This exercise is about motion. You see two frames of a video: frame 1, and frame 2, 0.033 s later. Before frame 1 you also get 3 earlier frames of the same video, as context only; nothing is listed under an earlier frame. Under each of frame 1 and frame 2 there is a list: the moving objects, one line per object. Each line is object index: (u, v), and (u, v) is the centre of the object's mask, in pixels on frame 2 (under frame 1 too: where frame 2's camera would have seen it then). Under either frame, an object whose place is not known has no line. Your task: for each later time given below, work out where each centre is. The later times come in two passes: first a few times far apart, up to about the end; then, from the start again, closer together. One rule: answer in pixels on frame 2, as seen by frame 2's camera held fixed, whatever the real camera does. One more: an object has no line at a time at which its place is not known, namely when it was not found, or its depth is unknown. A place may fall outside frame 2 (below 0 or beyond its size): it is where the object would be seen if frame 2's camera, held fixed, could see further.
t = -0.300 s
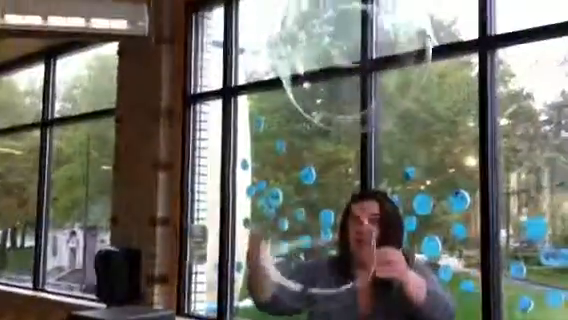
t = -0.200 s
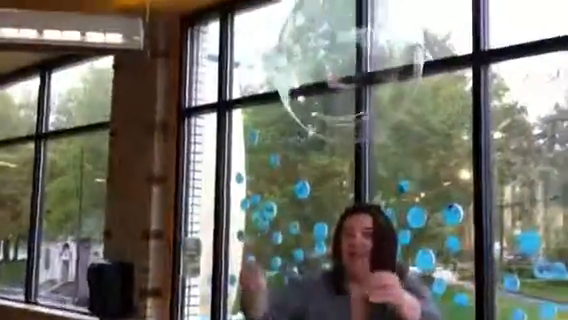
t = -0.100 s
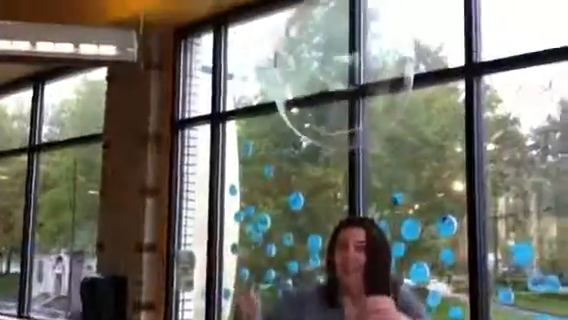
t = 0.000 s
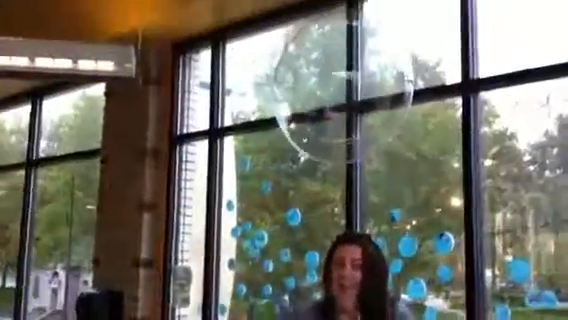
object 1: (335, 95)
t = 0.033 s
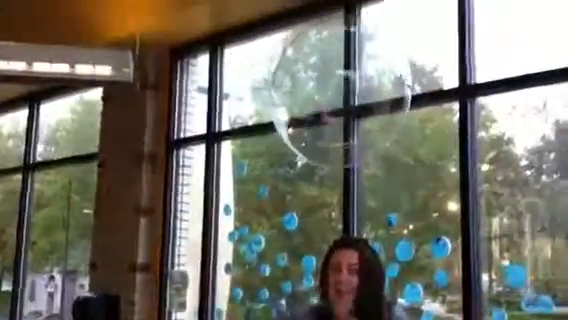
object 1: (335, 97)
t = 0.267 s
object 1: (337, 98)
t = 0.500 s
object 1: (342, 101)
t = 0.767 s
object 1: (348, 106)
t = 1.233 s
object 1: (350, 127)
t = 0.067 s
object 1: (333, 99)
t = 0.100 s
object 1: (332, 96)
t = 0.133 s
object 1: (333, 96)
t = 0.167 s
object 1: (333, 96)
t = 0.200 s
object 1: (335, 99)
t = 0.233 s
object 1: (336, 98)
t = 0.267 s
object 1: (337, 98)
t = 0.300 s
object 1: (338, 98)
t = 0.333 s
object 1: (338, 98)
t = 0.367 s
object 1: (340, 99)
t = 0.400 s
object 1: (339, 99)
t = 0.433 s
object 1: (341, 100)
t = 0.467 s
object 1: (342, 101)
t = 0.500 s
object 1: (342, 101)
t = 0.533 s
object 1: (343, 99)
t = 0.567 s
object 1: (344, 100)
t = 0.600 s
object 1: (345, 101)
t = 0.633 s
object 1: (345, 102)
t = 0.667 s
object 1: (346, 103)
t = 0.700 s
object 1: (347, 105)
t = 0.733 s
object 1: (348, 106)
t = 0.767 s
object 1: (348, 106)
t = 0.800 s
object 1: (348, 107)
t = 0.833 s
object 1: (349, 108)
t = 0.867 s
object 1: (349, 109)
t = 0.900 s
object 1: (350, 111)
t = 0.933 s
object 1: (349, 113)
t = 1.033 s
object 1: (349, 119)
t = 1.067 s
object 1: (349, 120)
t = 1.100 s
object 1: (349, 121)
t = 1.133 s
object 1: (349, 122)
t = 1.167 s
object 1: (349, 124)
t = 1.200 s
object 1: (349, 123)
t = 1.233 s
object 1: (350, 127)
